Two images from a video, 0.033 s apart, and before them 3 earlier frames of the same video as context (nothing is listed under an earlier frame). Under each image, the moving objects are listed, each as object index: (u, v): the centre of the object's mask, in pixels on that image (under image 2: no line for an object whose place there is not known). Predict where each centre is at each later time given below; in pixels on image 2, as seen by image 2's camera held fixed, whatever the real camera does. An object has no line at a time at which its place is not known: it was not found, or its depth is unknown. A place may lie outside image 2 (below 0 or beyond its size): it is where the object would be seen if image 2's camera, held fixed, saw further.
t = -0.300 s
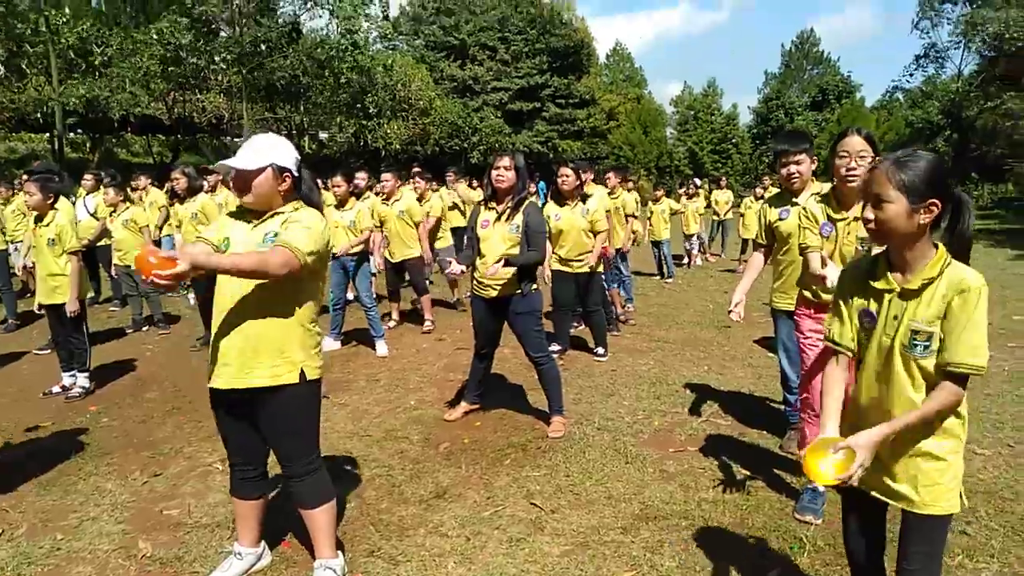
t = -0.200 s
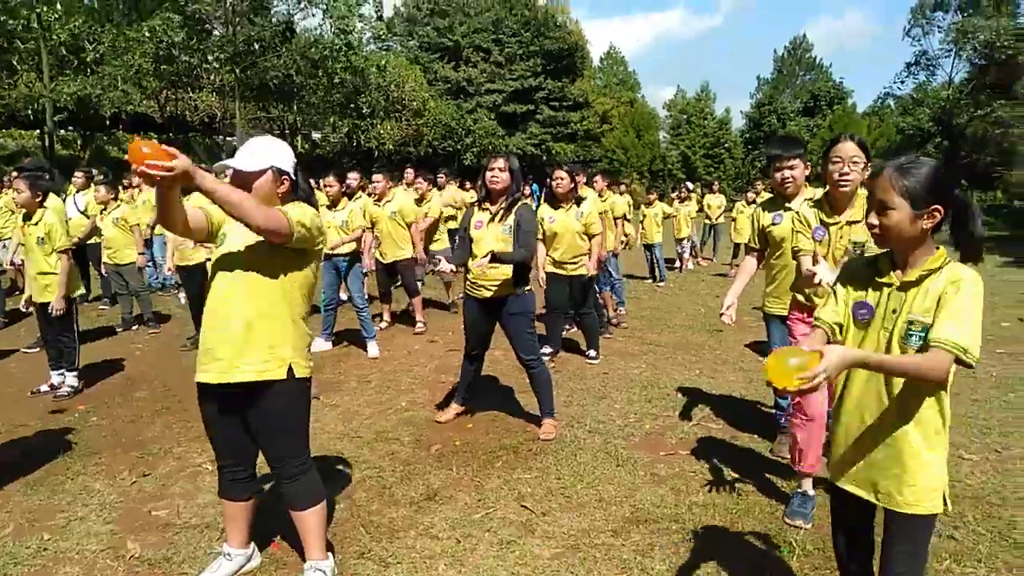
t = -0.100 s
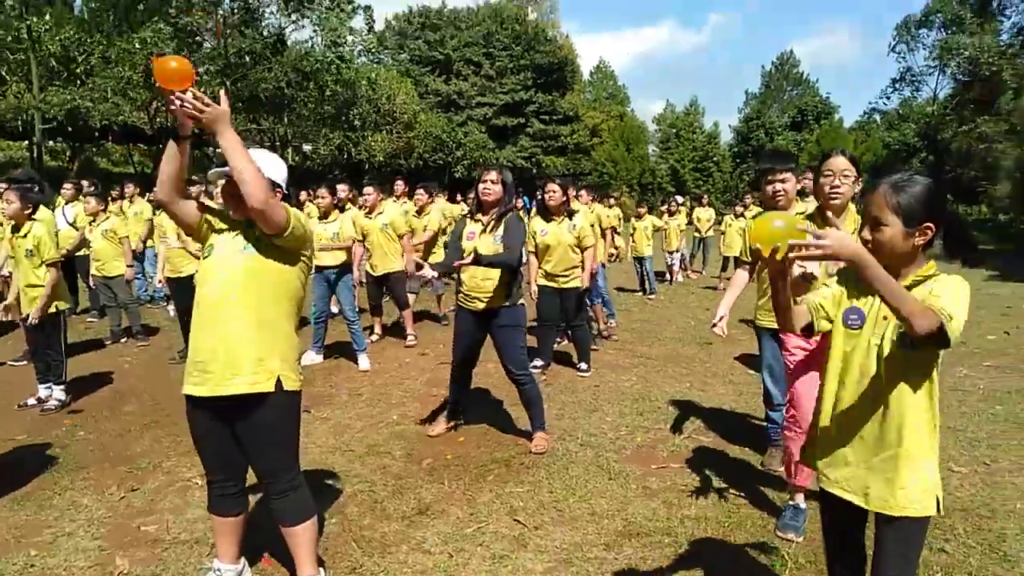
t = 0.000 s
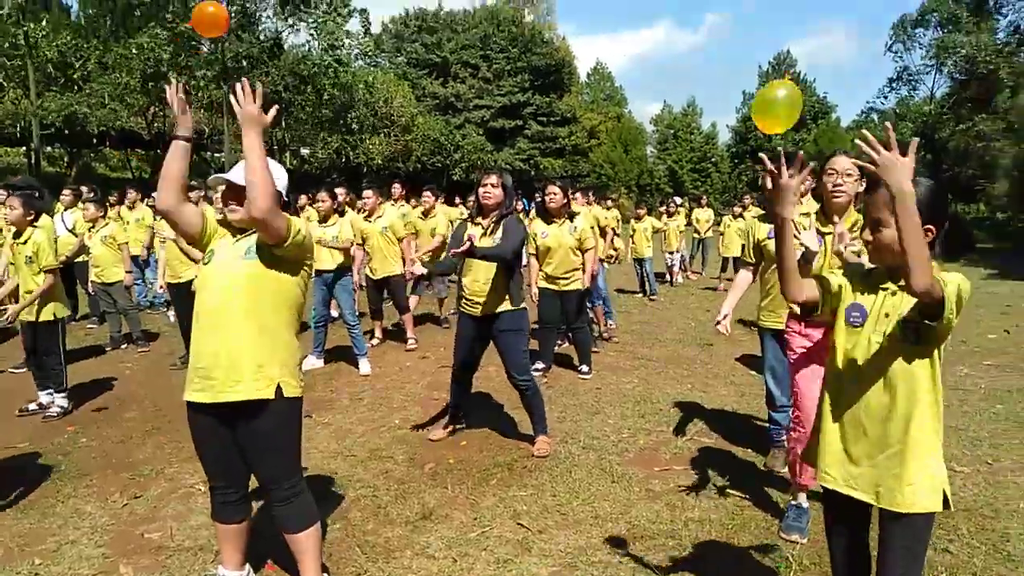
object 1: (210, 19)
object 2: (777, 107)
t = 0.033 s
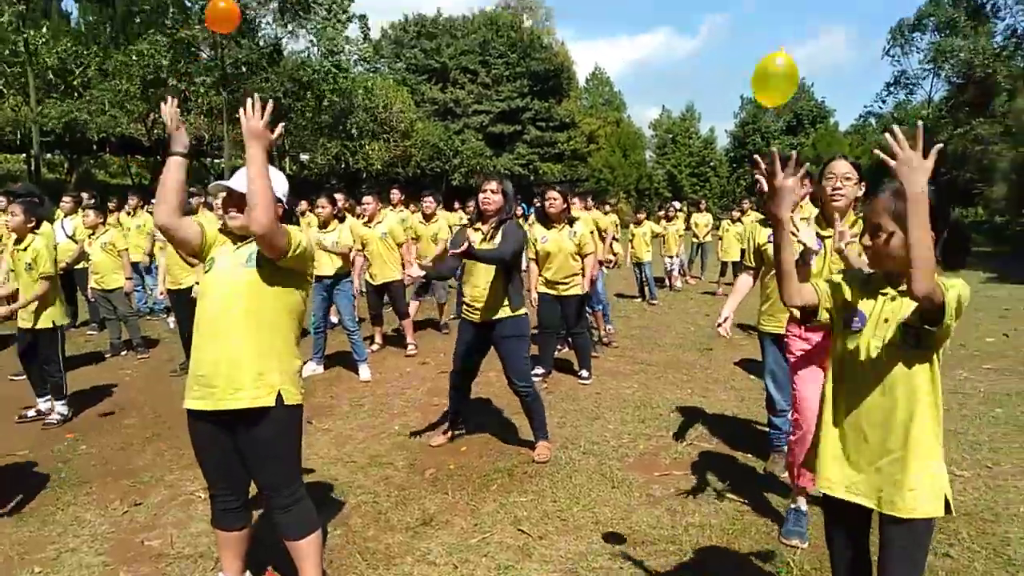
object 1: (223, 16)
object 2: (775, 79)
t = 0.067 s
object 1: (234, 10)
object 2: (773, 55)
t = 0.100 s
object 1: (245, 10)
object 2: (771, 37)
